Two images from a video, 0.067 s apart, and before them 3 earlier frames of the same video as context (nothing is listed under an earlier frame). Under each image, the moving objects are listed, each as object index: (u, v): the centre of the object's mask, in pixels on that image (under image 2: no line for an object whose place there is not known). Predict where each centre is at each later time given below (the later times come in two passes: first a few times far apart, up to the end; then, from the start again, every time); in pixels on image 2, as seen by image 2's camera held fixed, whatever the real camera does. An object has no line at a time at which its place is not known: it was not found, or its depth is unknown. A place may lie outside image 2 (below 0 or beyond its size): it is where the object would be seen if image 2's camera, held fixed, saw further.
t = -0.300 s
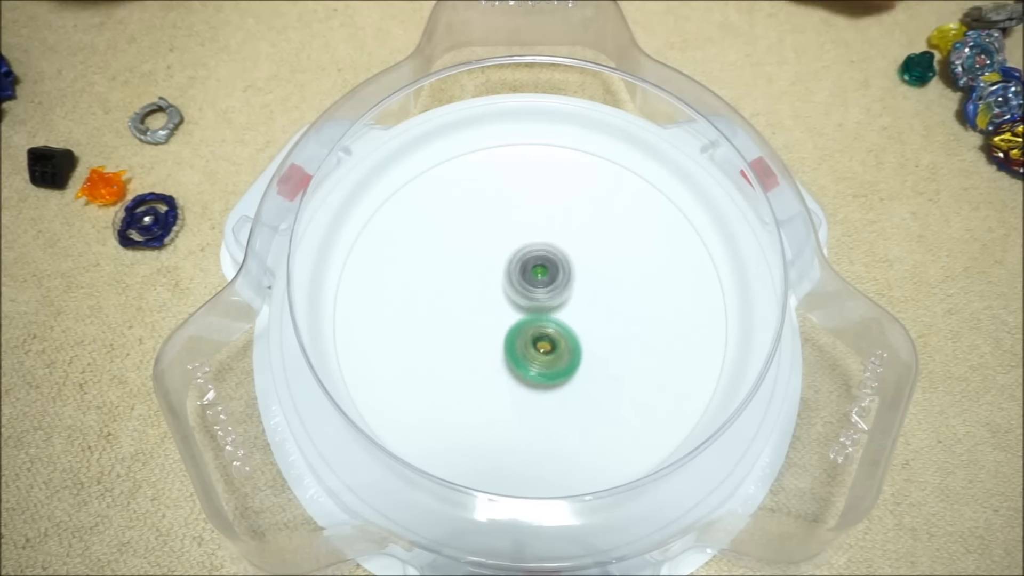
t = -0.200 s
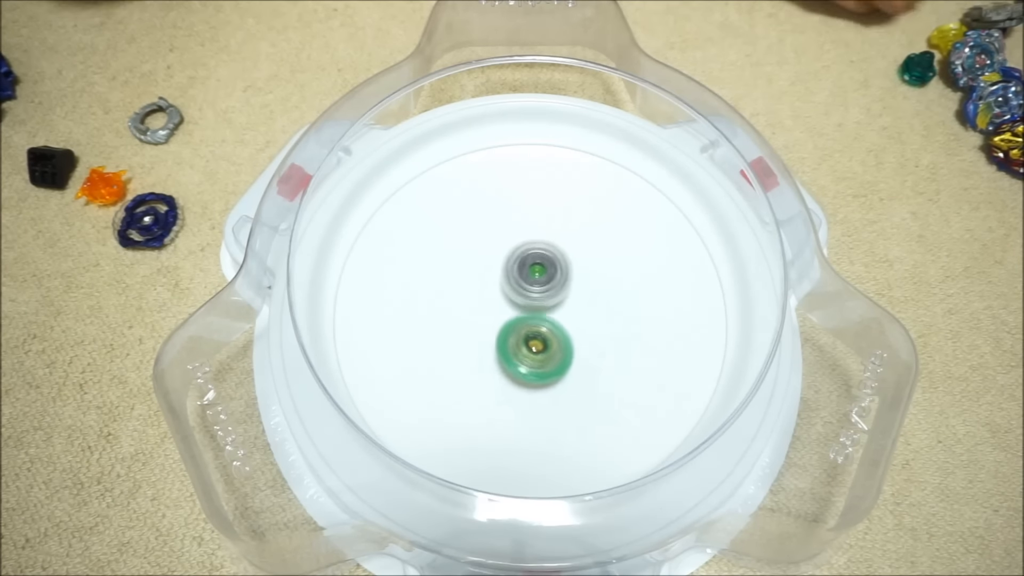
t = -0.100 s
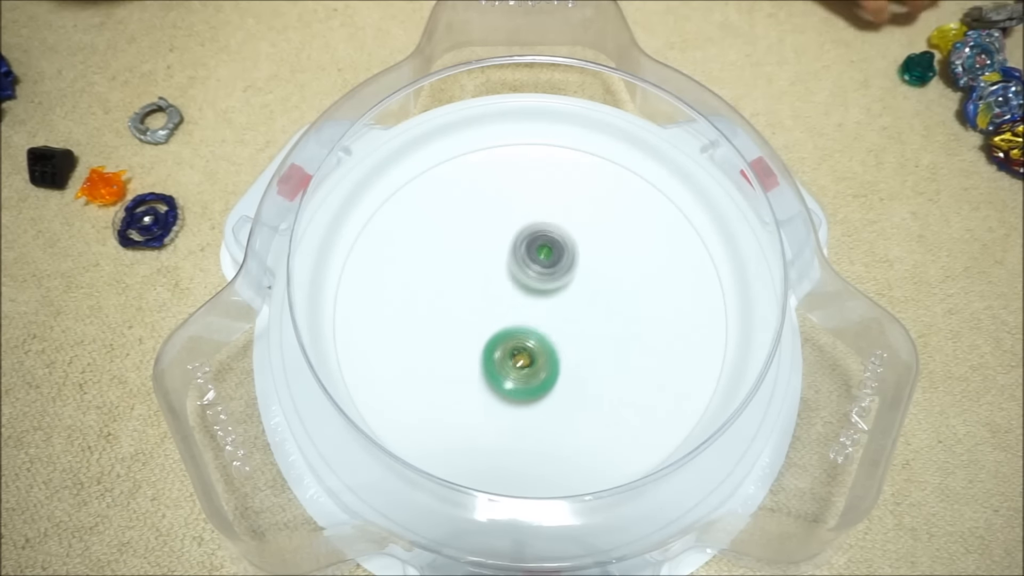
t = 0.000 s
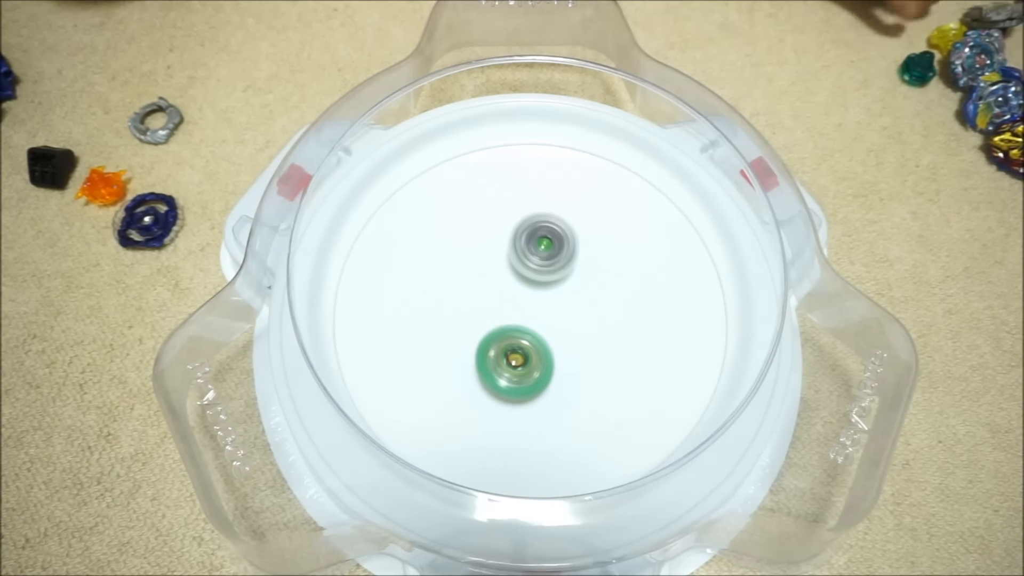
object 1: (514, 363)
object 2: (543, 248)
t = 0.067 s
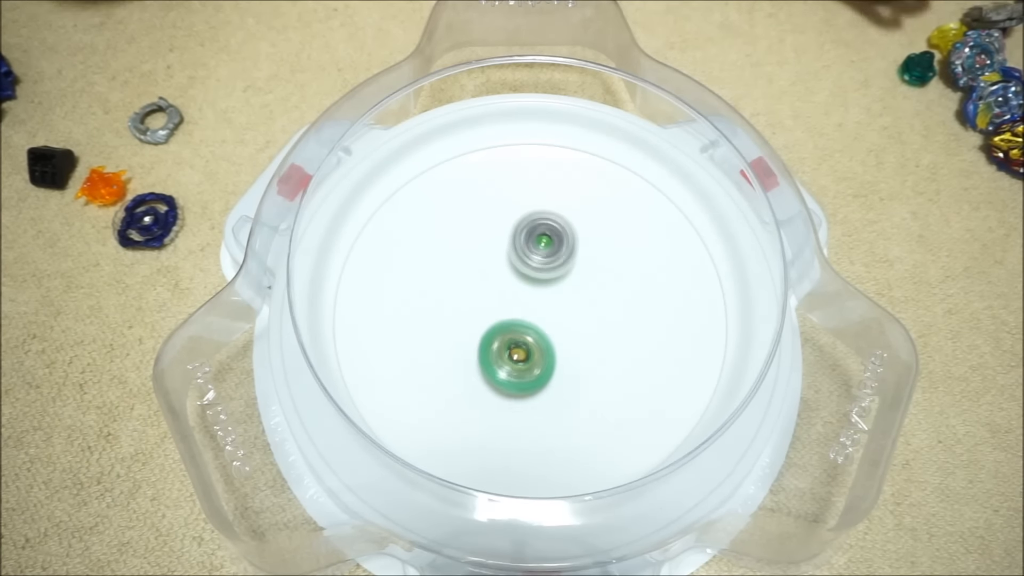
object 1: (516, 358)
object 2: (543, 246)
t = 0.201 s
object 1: (525, 345)
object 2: (542, 245)
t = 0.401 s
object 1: (543, 329)
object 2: (539, 255)
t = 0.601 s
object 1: (560, 335)
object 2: (533, 265)
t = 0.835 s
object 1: (571, 347)
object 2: (518, 275)
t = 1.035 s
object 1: (565, 345)
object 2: (506, 287)
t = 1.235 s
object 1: (561, 352)
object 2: (492, 284)
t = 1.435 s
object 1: (551, 337)
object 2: (489, 287)
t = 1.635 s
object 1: (558, 332)
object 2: (494, 285)
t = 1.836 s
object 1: (571, 335)
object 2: (511, 287)
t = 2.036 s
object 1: (584, 354)
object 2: (527, 287)
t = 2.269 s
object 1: (574, 355)
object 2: (540, 291)
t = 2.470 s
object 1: (542, 357)
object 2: (547, 280)
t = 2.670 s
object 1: (505, 329)
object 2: (553, 272)
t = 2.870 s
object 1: (491, 299)
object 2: (567, 267)
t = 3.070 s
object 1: (501, 280)
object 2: (583, 277)
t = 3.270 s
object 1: (513, 278)
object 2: (588, 296)
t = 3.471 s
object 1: (508, 277)
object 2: (574, 314)
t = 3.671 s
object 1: (509, 256)
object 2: (540, 330)
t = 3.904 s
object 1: (512, 229)
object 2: (502, 311)
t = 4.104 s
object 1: (538, 225)
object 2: (495, 306)
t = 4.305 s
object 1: (565, 270)
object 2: (507, 310)
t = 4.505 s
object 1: (592, 339)
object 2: (499, 316)
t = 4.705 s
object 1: (556, 384)
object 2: (496, 324)
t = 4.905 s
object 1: (501, 388)
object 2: (511, 310)
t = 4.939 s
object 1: (494, 382)
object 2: (516, 304)
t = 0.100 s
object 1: (518, 355)
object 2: (542, 245)
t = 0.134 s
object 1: (520, 352)
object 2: (542, 245)
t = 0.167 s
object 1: (522, 348)
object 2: (542, 244)
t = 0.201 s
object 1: (525, 345)
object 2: (542, 245)
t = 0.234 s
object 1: (527, 342)
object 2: (542, 246)
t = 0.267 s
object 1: (530, 339)
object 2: (541, 247)
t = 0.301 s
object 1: (533, 336)
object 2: (541, 248)
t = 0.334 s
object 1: (536, 334)
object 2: (541, 250)
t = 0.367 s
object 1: (540, 331)
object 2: (540, 252)
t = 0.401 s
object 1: (543, 329)
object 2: (539, 255)
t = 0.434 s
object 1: (547, 326)
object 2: (538, 256)
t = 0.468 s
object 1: (550, 328)
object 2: (538, 257)
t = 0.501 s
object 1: (553, 332)
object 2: (538, 259)
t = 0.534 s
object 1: (555, 334)
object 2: (536, 261)
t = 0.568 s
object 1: (558, 335)
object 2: (535, 263)
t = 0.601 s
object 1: (560, 335)
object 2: (533, 265)
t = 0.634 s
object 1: (562, 335)
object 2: (532, 267)
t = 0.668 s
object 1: (564, 336)
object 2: (530, 270)
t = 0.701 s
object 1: (568, 340)
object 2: (527, 269)
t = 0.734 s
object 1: (569, 343)
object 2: (525, 270)
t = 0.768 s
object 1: (571, 345)
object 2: (523, 271)
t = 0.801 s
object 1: (571, 346)
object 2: (521, 273)
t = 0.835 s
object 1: (571, 347)
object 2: (518, 275)
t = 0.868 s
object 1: (571, 348)
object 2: (516, 277)
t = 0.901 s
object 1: (571, 347)
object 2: (514, 279)
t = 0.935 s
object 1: (570, 347)
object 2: (512, 280)
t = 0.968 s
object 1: (568, 347)
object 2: (510, 283)
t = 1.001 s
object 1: (567, 346)
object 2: (508, 285)
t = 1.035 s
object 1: (565, 345)
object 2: (506, 287)
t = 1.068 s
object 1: (563, 344)
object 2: (505, 289)
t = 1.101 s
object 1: (561, 343)
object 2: (503, 291)
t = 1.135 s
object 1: (561, 345)
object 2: (500, 290)
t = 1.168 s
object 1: (564, 350)
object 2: (496, 286)
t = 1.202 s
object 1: (563, 353)
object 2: (493, 284)
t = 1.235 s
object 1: (561, 352)
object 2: (492, 284)
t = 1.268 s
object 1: (559, 350)
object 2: (490, 285)
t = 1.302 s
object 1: (557, 348)
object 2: (490, 285)
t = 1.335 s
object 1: (555, 345)
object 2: (490, 286)
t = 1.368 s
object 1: (553, 343)
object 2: (489, 286)
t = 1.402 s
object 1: (552, 340)
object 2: (489, 287)
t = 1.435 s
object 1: (551, 337)
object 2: (489, 287)
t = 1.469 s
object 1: (550, 335)
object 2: (489, 287)
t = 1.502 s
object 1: (552, 334)
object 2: (491, 286)
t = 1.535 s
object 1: (552, 332)
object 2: (492, 287)
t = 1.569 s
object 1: (553, 331)
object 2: (492, 286)
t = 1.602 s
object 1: (554, 330)
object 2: (494, 287)
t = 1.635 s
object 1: (558, 332)
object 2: (494, 285)
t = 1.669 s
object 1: (562, 335)
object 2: (496, 283)
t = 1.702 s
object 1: (564, 336)
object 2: (498, 284)
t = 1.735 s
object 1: (566, 335)
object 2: (501, 284)
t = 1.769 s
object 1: (567, 335)
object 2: (504, 285)
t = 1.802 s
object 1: (569, 335)
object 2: (508, 286)
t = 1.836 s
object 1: (571, 335)
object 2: (511, 287)
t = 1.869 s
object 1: (573, 338)
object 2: (514, 286)
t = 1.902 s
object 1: (578, 343)
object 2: (516, 284)
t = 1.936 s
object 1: (582, 347)
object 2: (519, 284)
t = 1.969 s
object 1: (584, 350)
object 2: (521, 285)
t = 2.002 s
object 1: (584, 352)
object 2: (524, 286)
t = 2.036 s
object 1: (584, 354)
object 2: (527, 287)
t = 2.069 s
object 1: (583, 354)
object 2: (530, 288)
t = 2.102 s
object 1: (582, 354)
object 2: (532, 289)
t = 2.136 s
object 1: (580, 352)
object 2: (535, 291)
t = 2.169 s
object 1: (578, 353)
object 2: (537, 291)
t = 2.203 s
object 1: (578, 355)
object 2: (538, 290)
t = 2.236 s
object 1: (576, 356)
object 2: (540, 290)
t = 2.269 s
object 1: (574, 355)
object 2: (540, 291)
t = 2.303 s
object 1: (571, 357)
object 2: (541, 288)
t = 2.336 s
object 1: (567, 358)
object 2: (543, 286)
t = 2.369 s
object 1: (563, 356)
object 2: (543, 287)
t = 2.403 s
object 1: (558, 354)
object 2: (543, 285)
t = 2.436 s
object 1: (550, 357)
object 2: (545, 282)
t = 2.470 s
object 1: (542, 357)
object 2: (547, 280)
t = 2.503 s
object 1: (536, 355)
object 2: (547, 279)
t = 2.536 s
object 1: (530, 351)
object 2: (547, 277)
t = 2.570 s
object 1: (525, 346)
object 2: (547, 277)
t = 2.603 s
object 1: (519, 340)
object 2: (549, 275)
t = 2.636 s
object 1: (512, 335)
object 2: (550, 274)
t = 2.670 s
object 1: (505, 329)
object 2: (553, 272)
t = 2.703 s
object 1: (497, 325)
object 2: (557, 269)
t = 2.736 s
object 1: (492, 320)
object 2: (558, 269)
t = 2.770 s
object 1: (490, 314)
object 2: (561, 267)
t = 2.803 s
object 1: (490, 308)
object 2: (563, 267)
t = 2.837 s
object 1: (490, 303)
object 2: (565, 266)
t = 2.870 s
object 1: (491, 299)
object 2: (567, 267)
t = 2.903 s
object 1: (494, 295)
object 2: (568, 268)
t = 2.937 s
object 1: (497, 290)
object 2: (569, 269)
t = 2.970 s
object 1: (495, 286)
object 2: (576, 271)
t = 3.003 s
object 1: (495, 283)
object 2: (580, 273)
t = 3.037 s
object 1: (497, 281)
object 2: (582, 275)
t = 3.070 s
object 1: (501, 280)
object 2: (583, 277)
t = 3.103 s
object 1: (506, 279)
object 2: (584, 280)
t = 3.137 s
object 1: (510, 278)
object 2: (586, 283)
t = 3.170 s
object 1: (512, 276)
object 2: (589, 287)
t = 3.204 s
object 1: (513, 276)
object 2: (588, 291)
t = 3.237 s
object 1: (513, 277)
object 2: (588, 293)
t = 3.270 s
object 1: (513, 278)
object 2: (588, 296)
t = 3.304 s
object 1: (514, 279)
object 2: (585, 299)
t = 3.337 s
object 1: (515, 280)
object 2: (582, 301)
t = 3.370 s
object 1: (514, 281)
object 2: (580, 304)
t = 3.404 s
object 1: (514, 281)
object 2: (578, 306)
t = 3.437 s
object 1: (512, 280)
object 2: (575, 310)
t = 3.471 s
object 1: (508, 277)
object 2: (574, 314)
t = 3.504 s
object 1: (506, 275)
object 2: (570, 316)
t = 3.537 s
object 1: (506, 273)
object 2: (565, 317)
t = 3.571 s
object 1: (508, 272)
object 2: (562, 317)
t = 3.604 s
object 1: (507, 268)
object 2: (557, 320)
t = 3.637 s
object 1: (509, 262)
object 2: (549, 326)
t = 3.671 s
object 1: (509, 256)
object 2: (540, 330)
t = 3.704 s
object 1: (509, 251)
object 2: (532, 332)
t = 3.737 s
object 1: (509, 246)
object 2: (523, 331)
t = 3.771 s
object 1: (508, 241)
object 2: (516, 328)
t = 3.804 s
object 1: (508, 236)
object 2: (511, 325)
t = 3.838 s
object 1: (509, 232)
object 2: (507, 321)
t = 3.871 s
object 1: (510, 231)
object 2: (503, 316)
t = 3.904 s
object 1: (512, 229)
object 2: (502, 311)
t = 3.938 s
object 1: (513, 229)
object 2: (501, 307)
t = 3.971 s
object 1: (515, 229)
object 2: (500, 302)
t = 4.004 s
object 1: (518, 229)
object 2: (501, 298)
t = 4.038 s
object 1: (523, 227)
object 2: (498, 302)
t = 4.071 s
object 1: (531, 224)
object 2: (496, 306)
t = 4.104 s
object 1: (538, 225)
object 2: (495, 306)
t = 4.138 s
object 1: (544, 229)
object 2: (497, 306)
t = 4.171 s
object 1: (548, 234)
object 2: (500, 306)
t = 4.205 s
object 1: (552, 241)
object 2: (502, 307)
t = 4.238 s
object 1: (556, 249)
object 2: (504, 306)
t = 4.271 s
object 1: (560, 259)
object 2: (507, 307)
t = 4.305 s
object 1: (565, 270)
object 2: (507, 310)
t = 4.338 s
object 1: (571, 281)
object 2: (506, 311)
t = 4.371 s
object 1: (579, 292)
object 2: (501, 311)
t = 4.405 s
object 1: (588, 305)
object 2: (499, 310)
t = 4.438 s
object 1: (591, 319)
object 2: (500, 310)
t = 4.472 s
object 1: (593, 330)
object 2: (499, 314)
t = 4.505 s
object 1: (592, 339)
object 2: (499, 316)
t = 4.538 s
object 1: (590, 348)
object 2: (497, 317)
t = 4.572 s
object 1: (587, 359)
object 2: (497, 319)
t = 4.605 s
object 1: (582, 366)
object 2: (497, 321)
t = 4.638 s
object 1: (573, 375)
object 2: (495, 323)
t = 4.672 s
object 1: (563, 381)
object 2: (495, 323)
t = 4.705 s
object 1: (556, 384)
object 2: (496, 324)
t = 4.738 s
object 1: (546, 387)
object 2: (496, 326)
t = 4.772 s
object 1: (535, 387)
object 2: (496, 326)
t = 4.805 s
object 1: (527, 386)
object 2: (496, 323)
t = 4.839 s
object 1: (519, 387)
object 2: (501, 319)
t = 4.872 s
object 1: (509, 387)
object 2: (505, 316)
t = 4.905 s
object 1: (501, 388)
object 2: (511, 310)
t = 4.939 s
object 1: (494, 382)
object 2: (516, 304)
